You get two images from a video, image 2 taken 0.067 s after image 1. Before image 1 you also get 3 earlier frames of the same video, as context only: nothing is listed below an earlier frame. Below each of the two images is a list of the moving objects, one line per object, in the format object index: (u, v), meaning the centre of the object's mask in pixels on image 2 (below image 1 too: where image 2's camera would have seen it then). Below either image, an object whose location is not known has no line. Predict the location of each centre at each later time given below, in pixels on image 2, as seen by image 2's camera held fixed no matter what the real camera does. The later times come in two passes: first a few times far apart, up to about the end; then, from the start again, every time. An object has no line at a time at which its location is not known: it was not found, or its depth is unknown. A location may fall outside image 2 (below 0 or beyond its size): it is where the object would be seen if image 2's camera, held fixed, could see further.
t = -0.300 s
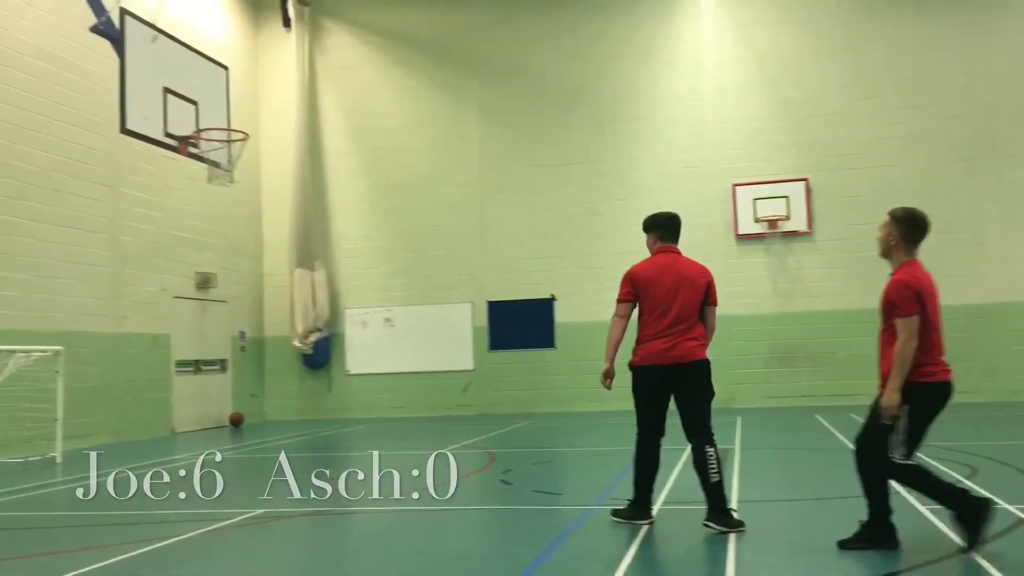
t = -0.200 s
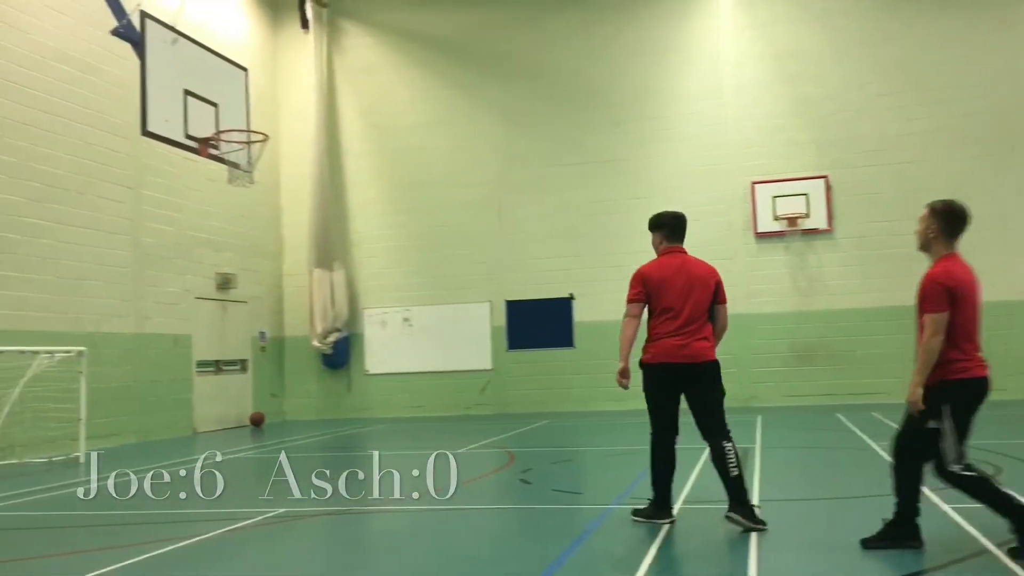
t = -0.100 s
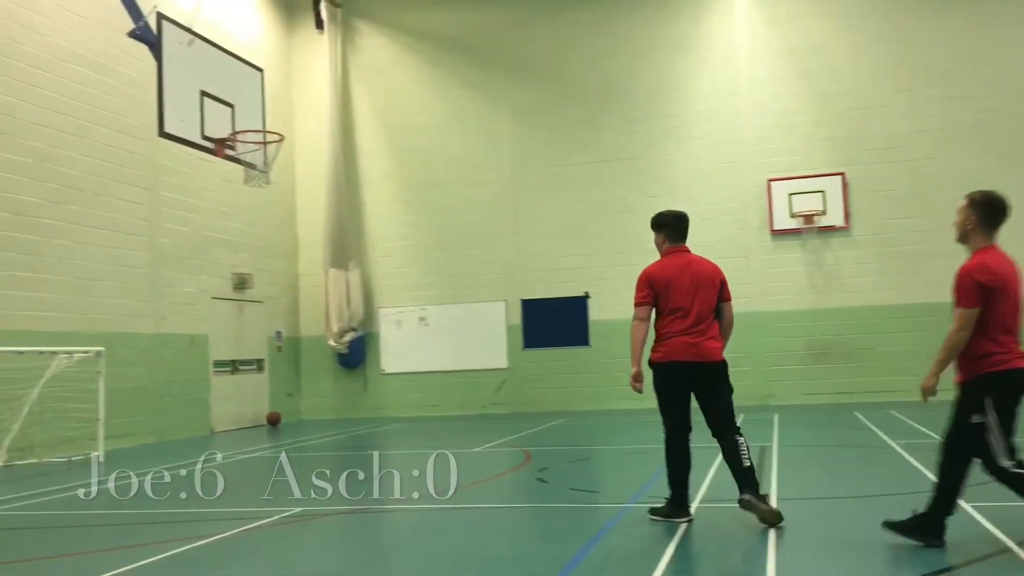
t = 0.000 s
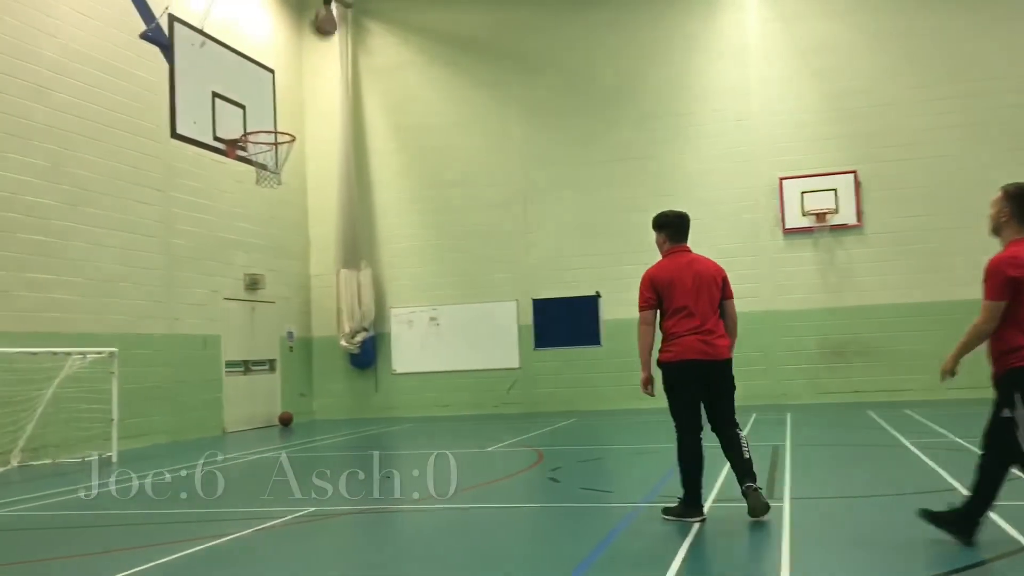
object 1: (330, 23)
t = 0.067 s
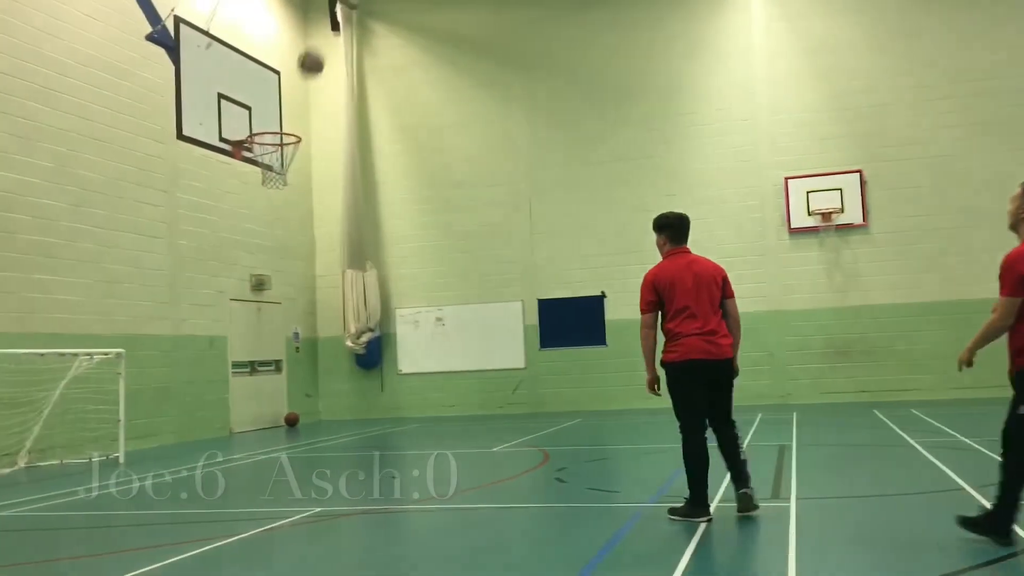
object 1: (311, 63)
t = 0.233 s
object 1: (272, 163)
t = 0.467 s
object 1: (272, 166)
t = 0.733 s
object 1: (274, 173)
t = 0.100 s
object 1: (302, 83)
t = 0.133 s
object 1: (295, 104)
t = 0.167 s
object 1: (287, 124)
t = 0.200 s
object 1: (278, 151)
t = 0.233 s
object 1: (272, 163)
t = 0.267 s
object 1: (271, 164)
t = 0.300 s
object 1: (270, 165)
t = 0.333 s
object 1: (271, 165)
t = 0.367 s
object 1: (271, 165)
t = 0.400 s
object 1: (271, 165)
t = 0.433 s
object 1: (272, 166)
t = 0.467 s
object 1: (272, 166)
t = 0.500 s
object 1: (272, 166)
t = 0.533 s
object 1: (274, 168)
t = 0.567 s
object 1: (274, 168)
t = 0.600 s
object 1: (274, 169)
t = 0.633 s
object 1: (274, 170)
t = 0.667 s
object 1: (274, 171)
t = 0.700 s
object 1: (275, 173)
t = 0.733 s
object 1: (274, 173)
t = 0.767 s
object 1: (274, 175)
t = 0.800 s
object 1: (274, 176)
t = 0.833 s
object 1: (273, 178)
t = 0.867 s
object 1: (274, 180)
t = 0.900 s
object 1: (273, 180)
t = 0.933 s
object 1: (274, 182)
